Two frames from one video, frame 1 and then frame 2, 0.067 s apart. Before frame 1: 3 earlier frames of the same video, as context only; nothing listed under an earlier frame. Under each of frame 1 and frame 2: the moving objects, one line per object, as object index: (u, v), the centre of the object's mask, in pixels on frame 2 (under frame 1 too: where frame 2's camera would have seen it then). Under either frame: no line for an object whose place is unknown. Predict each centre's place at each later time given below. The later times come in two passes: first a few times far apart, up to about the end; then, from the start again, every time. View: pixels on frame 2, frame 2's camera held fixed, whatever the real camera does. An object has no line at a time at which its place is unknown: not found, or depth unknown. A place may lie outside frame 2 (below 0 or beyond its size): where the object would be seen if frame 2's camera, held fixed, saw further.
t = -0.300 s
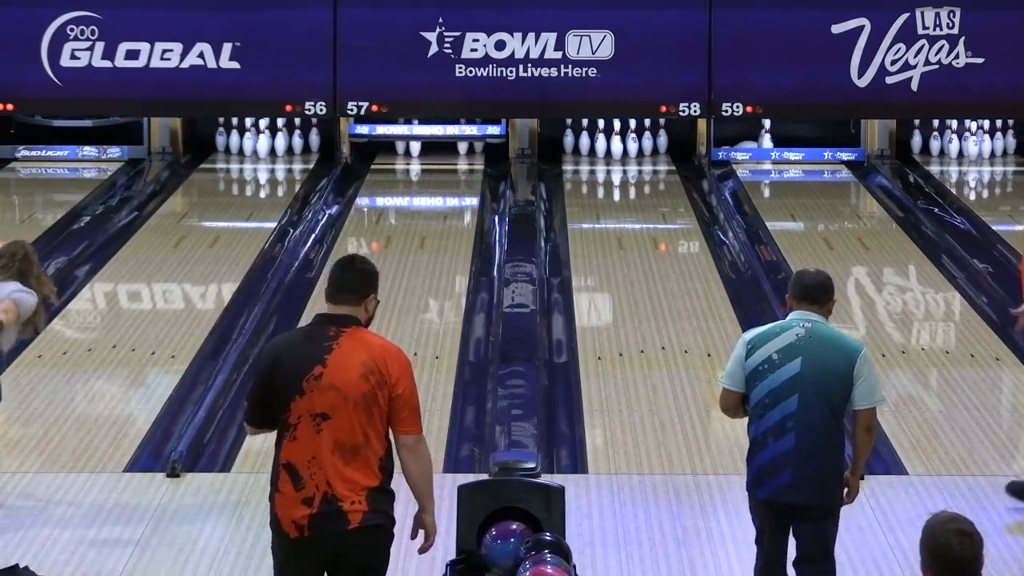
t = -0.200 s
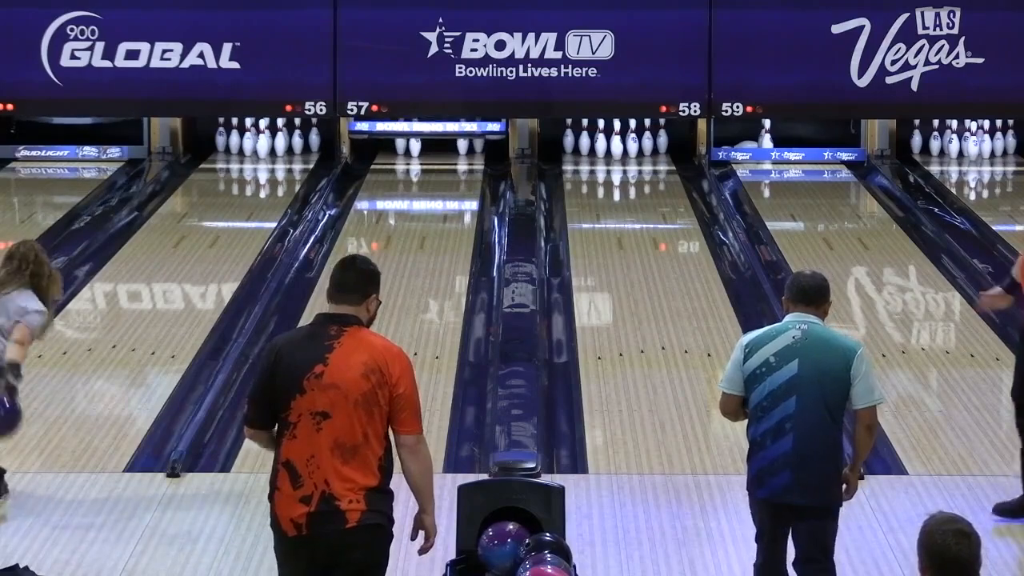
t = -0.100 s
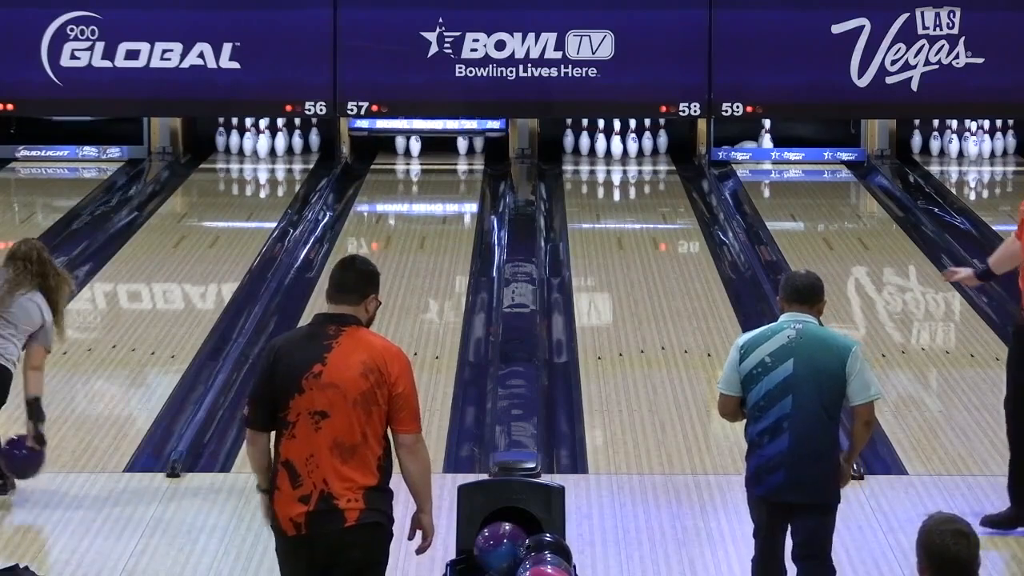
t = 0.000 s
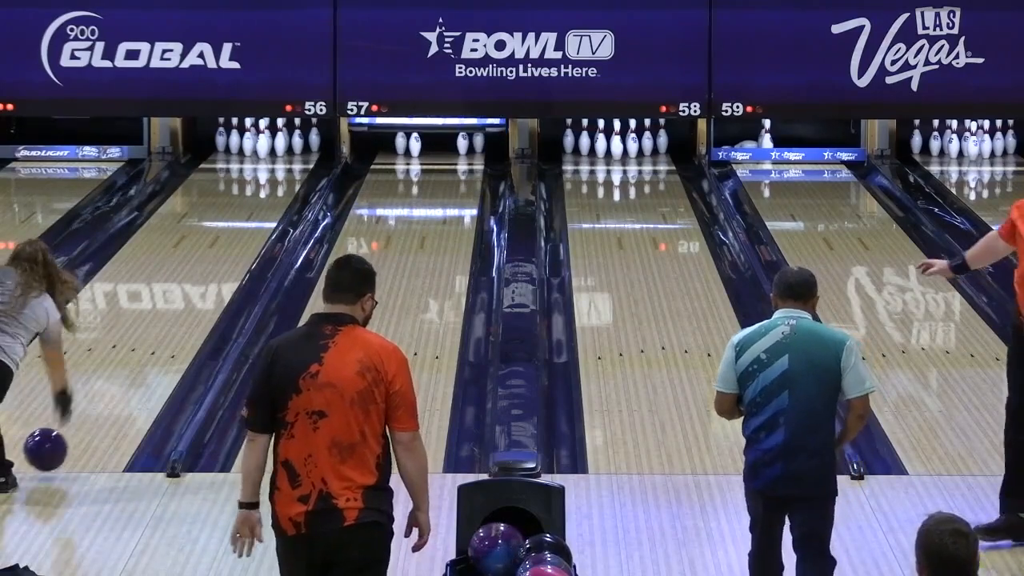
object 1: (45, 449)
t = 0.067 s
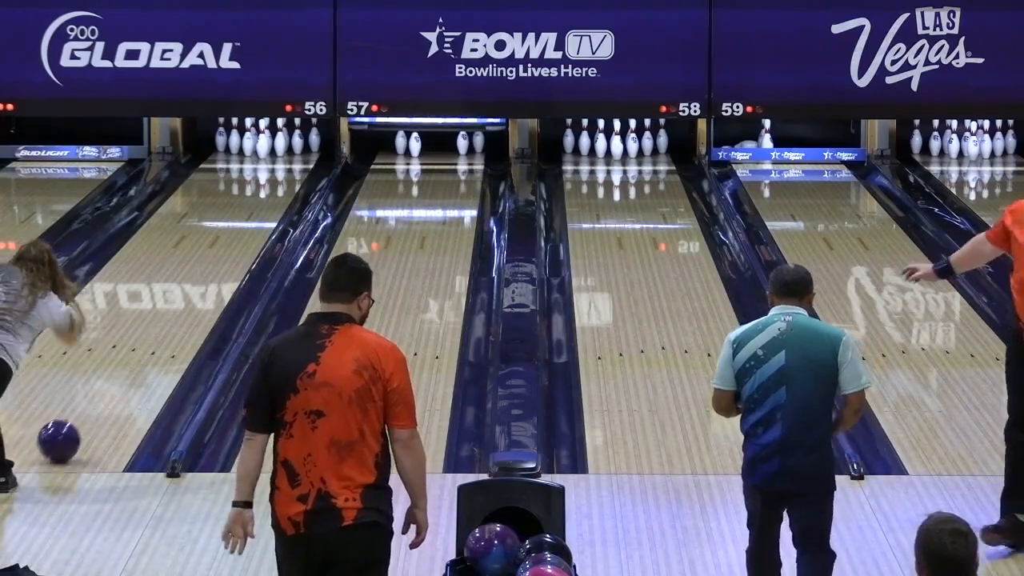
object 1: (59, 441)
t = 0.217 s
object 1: (86, 409)
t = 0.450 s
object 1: (123, 365)
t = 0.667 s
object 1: (152, 330)
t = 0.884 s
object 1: (177, 300)
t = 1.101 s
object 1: (199, 273)
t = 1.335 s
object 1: (219, 247)
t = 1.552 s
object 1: (235, 226)
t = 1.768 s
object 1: (249, 207)
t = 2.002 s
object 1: (260, 189)
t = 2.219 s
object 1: (267, 174)
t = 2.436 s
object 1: (271, 162)
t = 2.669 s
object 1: (269, 150)
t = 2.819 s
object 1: (272, 145)
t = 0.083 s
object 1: (62, 437)
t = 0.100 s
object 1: (65, 433)
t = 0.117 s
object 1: (68, 430)
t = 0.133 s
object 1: (71, 427)
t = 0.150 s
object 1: (74, 423)
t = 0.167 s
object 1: (77, 419)
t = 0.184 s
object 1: (80, 416)
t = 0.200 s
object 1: (83, 412)
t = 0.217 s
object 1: (86, 409)
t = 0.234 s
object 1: (89, 406)
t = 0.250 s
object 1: (92, 402)
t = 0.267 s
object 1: (95, 399)
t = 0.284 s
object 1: (97, 395)
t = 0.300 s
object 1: (100, 392)
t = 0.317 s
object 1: (103, 389)
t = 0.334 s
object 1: (105, 386)
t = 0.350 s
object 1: (108, 383)
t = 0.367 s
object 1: (110, 380)
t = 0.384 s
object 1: (113, 377)
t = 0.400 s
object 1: (116, 374)
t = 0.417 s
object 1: (118, 371)
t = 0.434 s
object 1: (121, 368)
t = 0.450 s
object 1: (123, 365)
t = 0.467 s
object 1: (125, 362)
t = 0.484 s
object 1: (128, 359)
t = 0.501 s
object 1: (130, 357)
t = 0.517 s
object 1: (133, 354)
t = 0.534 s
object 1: (135, 351)
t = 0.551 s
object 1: (137, 348)
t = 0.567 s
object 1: (139, 346)
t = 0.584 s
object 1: (141, 343)
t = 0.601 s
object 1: (144, 340)
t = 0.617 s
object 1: (146, 338)
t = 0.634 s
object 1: (148, 336)
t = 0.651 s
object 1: (150, 333)
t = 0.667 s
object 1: (152, 330)
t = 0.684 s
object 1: (154, 328)
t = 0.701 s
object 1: (156, 325)
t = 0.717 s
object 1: (158, 323)
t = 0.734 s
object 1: (160, 321)
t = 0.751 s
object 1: (162, 318)
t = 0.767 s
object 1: (164, 316)
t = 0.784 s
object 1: (166, 313)
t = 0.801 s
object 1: (168, 311)
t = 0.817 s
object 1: (170, 309)
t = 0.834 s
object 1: (172, 307)
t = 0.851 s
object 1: (174, 304)
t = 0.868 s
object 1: (175, 302)
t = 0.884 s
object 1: (177, 300)
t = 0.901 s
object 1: (179, 298)
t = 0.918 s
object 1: (181, 295)
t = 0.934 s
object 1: (182, 293)
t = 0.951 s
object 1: (184, 291)
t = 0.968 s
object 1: (186, 289)
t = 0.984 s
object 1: (187, 287)
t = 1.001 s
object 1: (189, 285)
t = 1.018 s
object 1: (191, 283)
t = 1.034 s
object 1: (192, 281)
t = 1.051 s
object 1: (194, 279)
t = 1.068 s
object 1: (196, 276)
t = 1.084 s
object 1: (197, 275)
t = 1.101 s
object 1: (199, 273)
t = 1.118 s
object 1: (200, 271)
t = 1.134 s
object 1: (202, 269)
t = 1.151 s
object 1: (203, 267)
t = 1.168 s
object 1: (205, 265)
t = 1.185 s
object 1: (206, 263)
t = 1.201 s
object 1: (208, 261)
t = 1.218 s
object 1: (209, 259)
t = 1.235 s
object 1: (211, 258)
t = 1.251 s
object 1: (212, 256)
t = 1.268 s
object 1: (213, 254)
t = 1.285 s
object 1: (215, 252)
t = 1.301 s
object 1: (216, 251)
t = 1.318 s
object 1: (218, 249)
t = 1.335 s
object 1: (219, 247)
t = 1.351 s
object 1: (220, 246)
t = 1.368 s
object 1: (221, 244)
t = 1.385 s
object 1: (223, 242)
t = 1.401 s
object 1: (224, 240)
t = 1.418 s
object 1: (225, 239)
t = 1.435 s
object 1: (226, 237)
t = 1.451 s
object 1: (228, 236)
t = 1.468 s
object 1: (229, 234)
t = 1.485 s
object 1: (230, 232)
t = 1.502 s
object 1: (231, 231)
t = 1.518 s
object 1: (232, 229)
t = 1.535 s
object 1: (234, 228)
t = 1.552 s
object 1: (235, 226)
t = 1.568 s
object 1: (236, 224)
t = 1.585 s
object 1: (237, 223)
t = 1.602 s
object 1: (238, 221)
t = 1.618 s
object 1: (239, 220)
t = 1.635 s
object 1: (240, 218)
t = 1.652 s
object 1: (241, 217)
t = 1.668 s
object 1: (242, 215)
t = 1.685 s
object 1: (244, 214)
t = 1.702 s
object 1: (244, 212)
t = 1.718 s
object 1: (245, 211)
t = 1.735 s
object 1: (246, 210)
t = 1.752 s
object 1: (248, 208)
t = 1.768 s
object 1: (249, 207)
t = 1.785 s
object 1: (249, 206)
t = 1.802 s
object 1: (251, 204)
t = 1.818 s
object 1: (251, 203)
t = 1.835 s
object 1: (252, 202)
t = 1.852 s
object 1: (253, 200)
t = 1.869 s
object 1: (254, 199)
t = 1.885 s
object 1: (255, 198)
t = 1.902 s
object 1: (255, 196)
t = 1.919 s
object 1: (256, 195)
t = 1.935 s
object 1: (257, 194)
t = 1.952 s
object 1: (258, 192)
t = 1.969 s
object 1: (258, 191)
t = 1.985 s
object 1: (259, 190)
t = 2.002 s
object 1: (260, 189)
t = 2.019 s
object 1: (260, 187)
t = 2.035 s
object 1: (261, 186)
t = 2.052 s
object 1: (262, 185)
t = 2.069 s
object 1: (263, 184)
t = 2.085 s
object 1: (263, 183)
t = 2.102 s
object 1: (264, 181)
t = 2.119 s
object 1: (264, 181)
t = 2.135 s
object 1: (265, 179)
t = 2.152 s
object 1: (266, 178)
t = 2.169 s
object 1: (266, 177)
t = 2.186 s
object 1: (267, 176)
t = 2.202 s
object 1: (267, 175)
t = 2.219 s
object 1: (267, 174)
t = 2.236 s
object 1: (268, 173)
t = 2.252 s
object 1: (268, 172)
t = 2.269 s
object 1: (268, 171)
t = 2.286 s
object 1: (269, 170)
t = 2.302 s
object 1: (269, 169)
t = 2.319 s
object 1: (270, 168)
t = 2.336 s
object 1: (270, 167)
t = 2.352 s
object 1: (270, 166)
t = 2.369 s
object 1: (270, 165)
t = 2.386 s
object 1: (270, 164)
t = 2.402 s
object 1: (271, 163)
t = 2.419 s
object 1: (271, 163)
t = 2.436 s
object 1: (271, 162)
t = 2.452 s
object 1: (271, 160)
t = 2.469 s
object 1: (271, 159)
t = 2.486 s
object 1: (271, 159)
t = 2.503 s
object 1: (271, 158)
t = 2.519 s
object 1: (271, 157)
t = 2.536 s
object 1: (271, 156)
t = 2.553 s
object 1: (271, 155)
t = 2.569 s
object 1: (271, 154)
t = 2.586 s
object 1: (271, 153)
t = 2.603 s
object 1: (271, 153)
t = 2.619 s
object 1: (270, 152)
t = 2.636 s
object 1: (270, 151)
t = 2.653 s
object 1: (270, 150)
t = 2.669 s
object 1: (269, 150)
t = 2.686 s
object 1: (270, 149)
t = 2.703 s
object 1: (270, 148)
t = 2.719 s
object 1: (272, 147)
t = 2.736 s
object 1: (272, 147)
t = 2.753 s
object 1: (272, 147)
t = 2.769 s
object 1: (272, 146)
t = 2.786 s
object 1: (272, 146)
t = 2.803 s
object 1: (272, 145)
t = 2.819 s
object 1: (272, 145)
